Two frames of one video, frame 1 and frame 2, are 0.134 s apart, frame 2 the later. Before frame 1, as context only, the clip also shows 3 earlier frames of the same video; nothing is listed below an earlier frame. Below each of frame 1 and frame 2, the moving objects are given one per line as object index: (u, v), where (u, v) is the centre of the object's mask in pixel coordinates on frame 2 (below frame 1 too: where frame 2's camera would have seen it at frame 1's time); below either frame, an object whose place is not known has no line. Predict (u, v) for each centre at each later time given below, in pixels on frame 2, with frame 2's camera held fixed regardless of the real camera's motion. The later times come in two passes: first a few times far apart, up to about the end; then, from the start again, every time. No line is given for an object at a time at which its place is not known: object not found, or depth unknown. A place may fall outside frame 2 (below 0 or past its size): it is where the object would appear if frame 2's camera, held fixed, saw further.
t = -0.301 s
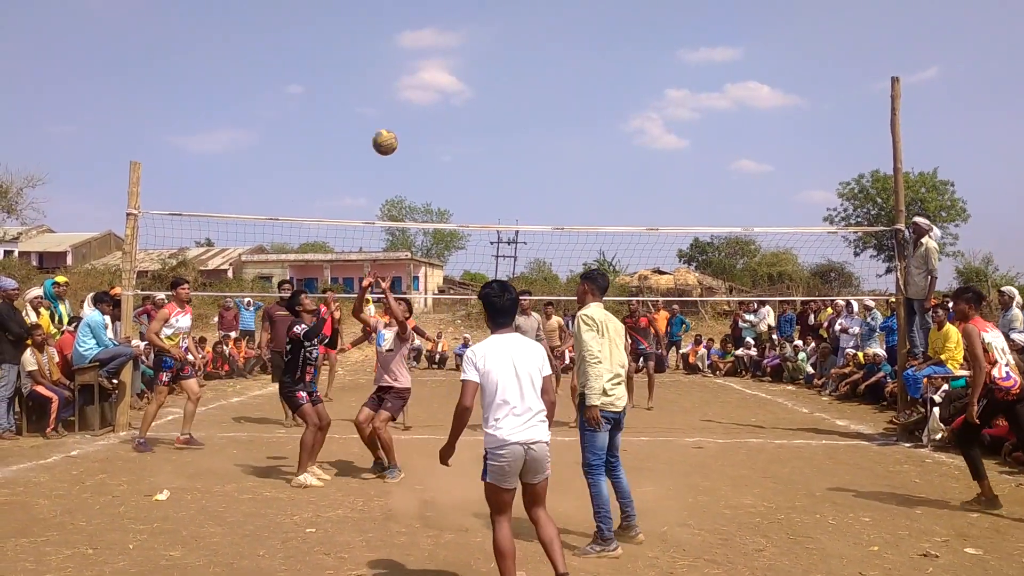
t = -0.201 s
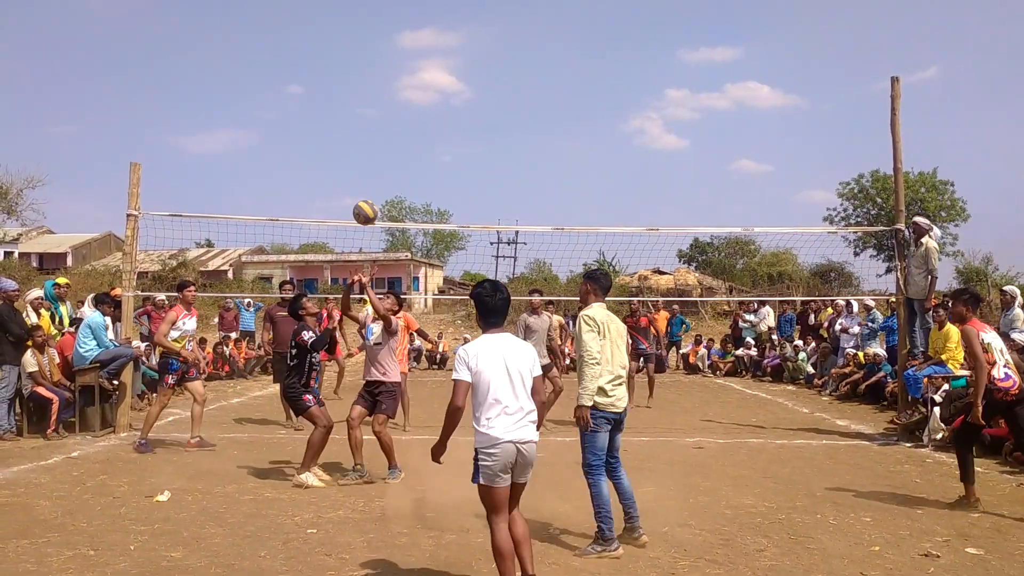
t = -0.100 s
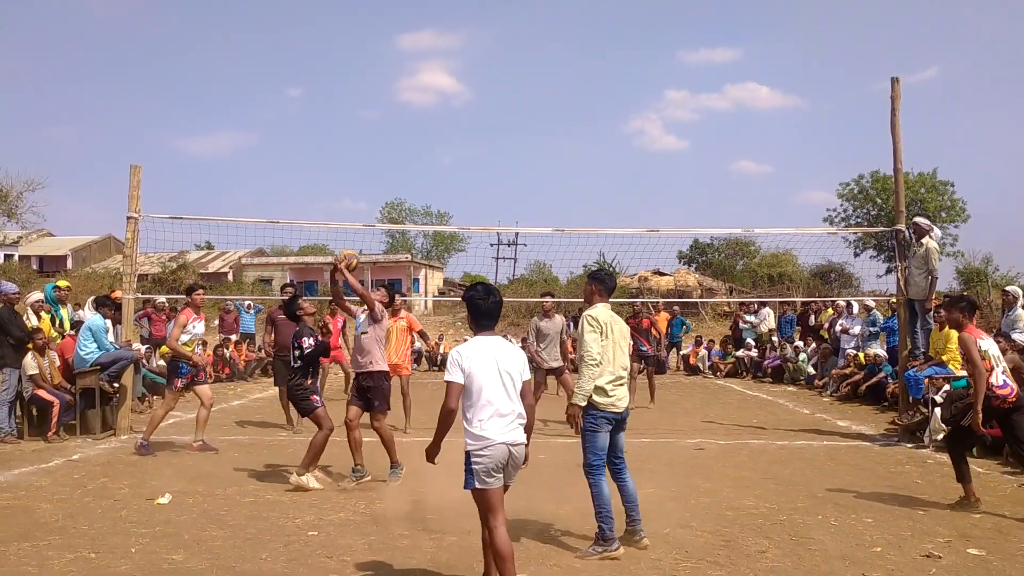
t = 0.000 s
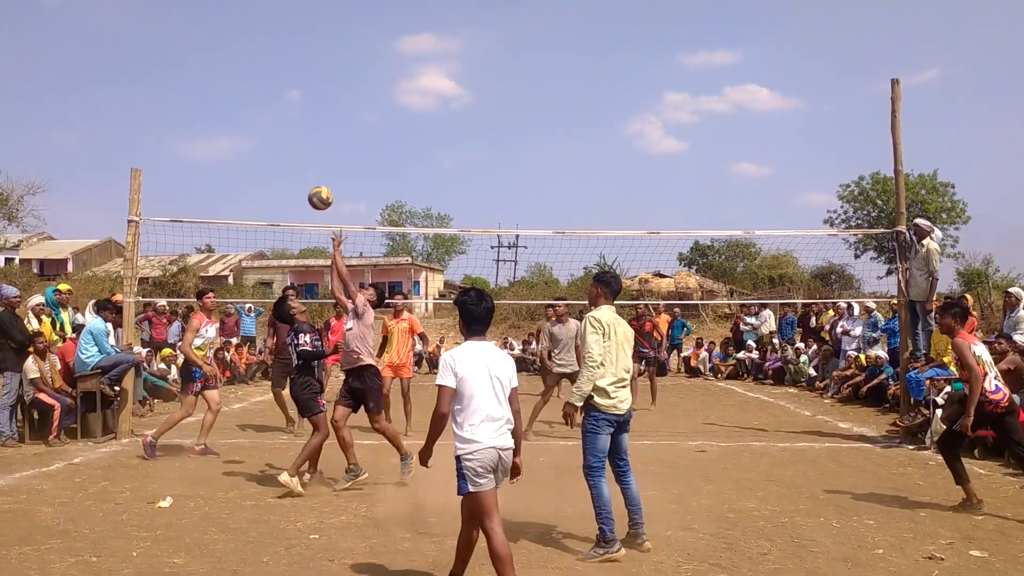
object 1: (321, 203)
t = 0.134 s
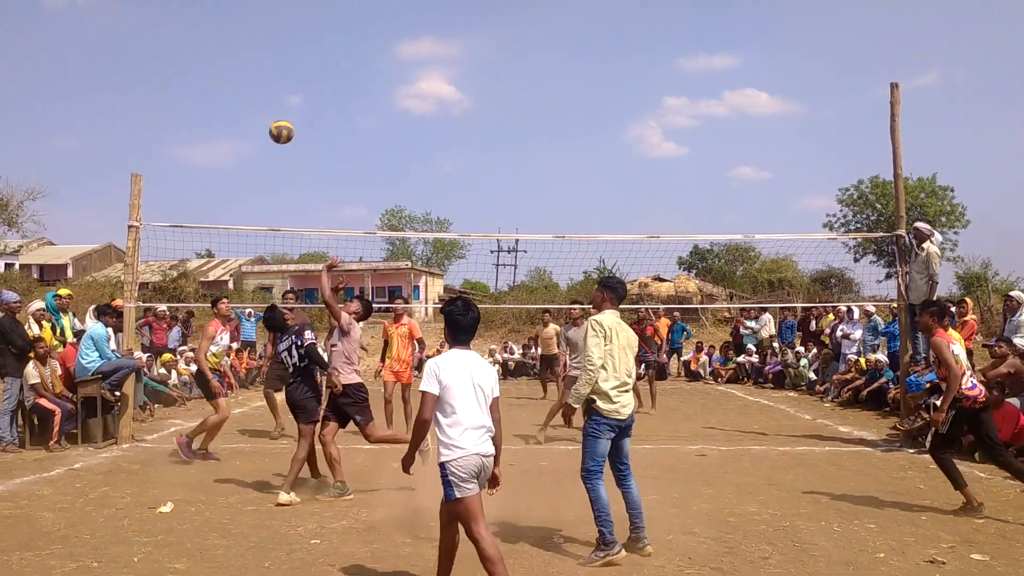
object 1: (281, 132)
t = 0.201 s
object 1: (262, 105)
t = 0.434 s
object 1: (197, 46)
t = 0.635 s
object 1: (140, 45)
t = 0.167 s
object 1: (272, 118)
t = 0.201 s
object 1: (262, 105)
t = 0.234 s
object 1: (253, 93)
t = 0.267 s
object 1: (243, 82)
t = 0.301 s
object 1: (234, 73)
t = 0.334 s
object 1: (225, 64)
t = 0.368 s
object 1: (215, 57)
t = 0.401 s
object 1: (206, 51)
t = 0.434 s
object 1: (197, 46)
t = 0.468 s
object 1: (187, 43)
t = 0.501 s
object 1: (177, 41)
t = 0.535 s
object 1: (168, 40)
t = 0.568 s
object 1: (158, 41)
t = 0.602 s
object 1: (149, 42)
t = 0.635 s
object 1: (140, 45)
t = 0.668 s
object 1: (131, 50)
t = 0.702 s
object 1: (121, 55)
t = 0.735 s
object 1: (112, 61)
